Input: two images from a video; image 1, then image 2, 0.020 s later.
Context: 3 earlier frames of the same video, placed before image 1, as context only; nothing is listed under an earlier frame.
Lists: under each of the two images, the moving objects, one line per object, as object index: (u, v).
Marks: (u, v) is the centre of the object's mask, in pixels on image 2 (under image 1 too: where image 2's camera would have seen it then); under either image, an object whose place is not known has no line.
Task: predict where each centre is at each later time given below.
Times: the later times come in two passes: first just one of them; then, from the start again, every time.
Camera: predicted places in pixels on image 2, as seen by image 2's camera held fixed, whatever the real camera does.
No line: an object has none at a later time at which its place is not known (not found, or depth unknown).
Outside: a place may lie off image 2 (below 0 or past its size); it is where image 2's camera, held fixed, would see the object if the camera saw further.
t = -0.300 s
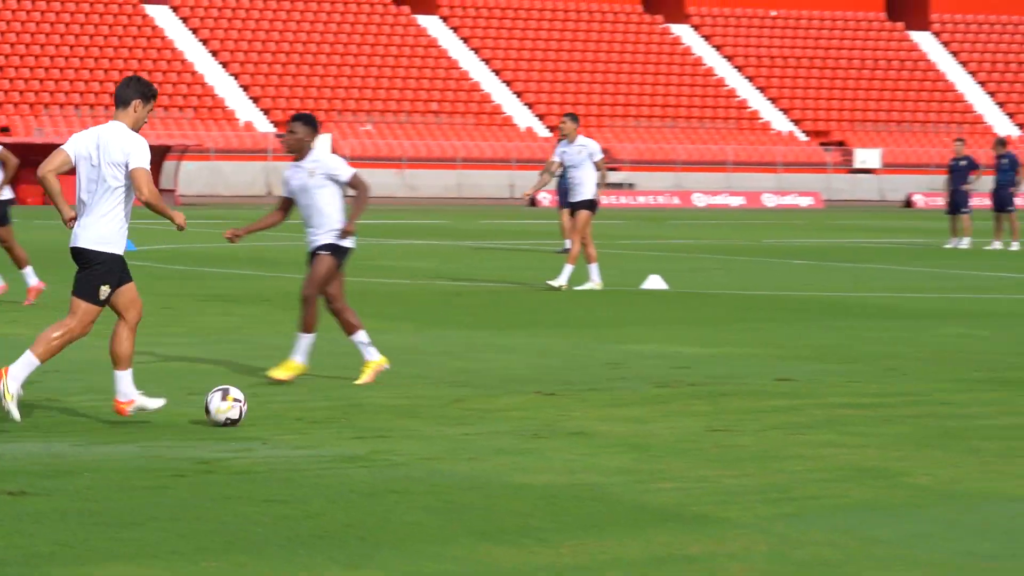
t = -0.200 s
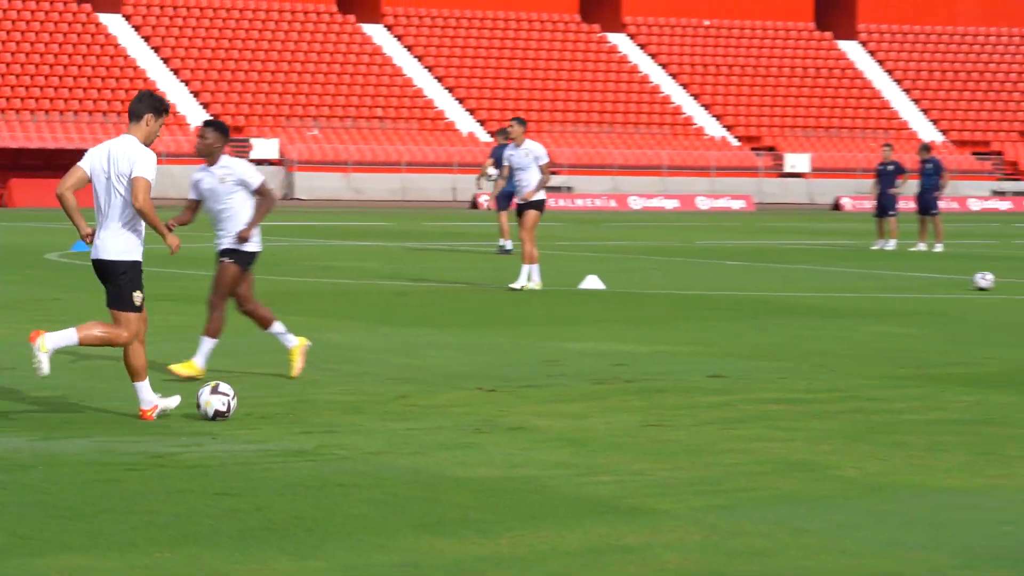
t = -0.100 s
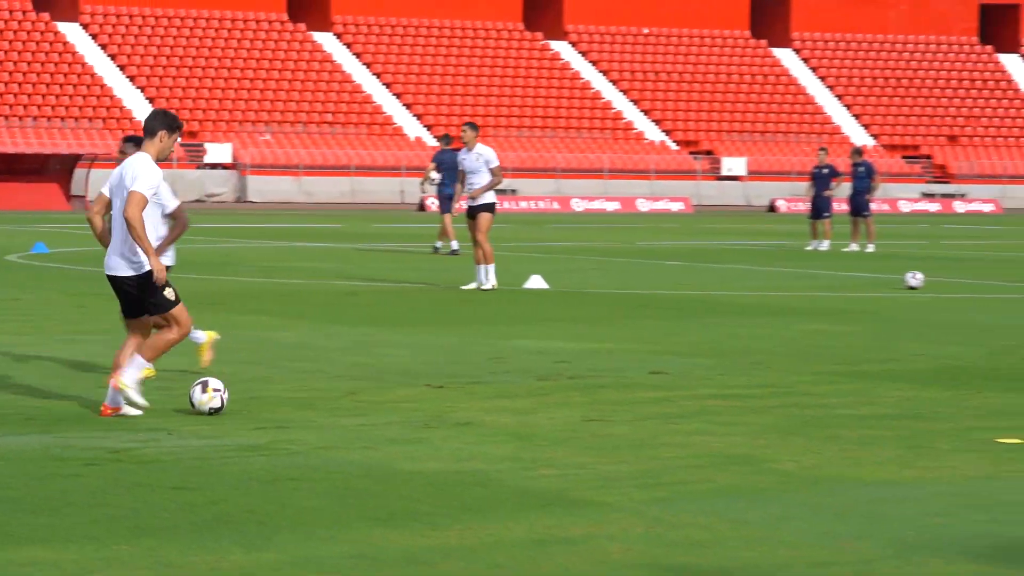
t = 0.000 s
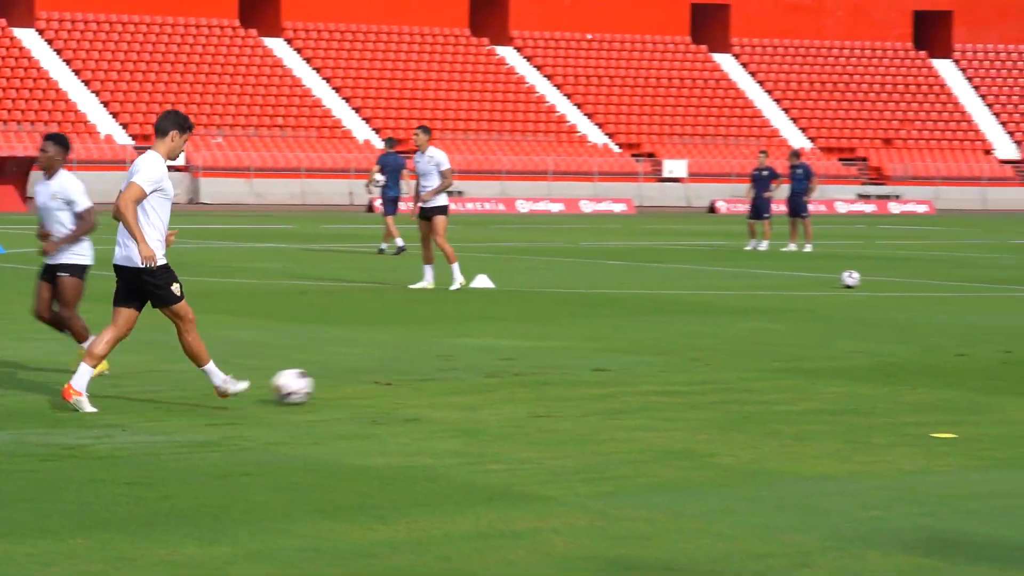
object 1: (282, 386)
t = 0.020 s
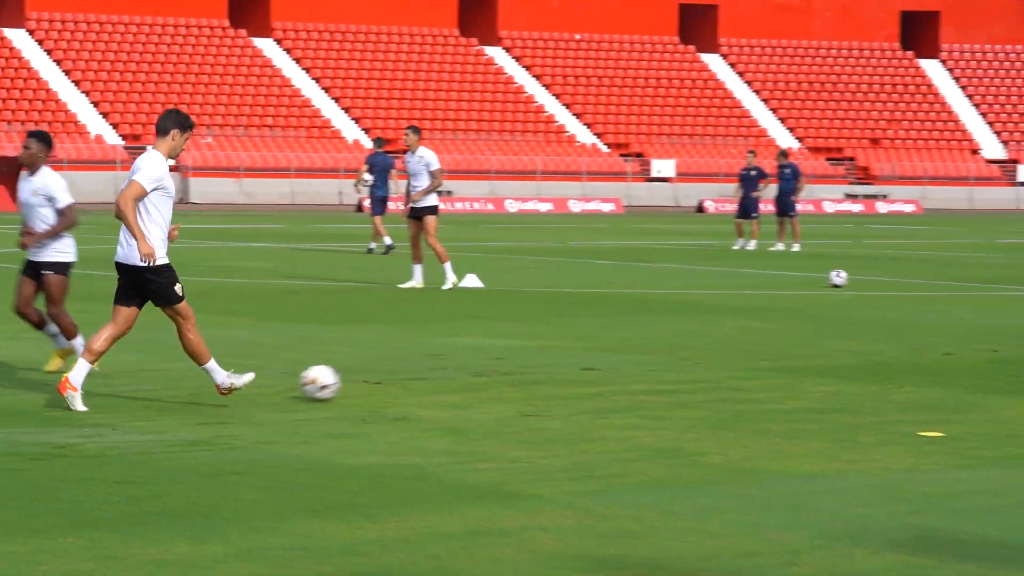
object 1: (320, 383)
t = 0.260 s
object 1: (700, 364)
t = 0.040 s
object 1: (357, 381)
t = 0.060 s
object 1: (394, 378)
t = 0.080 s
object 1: (429, 377)
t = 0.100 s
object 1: (464, 377)
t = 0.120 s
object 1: (497, 377)
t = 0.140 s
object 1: (529, 375)
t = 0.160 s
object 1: (560, 372)
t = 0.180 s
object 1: (589, 370)
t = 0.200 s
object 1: (618, 367)
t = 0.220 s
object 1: (646, 366)
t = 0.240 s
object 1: (674, 364)
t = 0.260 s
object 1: (700, 364)
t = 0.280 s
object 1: (727, 364)
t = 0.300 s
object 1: (753, 365)
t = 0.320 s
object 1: (778, 364)
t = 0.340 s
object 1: (801, 362)
